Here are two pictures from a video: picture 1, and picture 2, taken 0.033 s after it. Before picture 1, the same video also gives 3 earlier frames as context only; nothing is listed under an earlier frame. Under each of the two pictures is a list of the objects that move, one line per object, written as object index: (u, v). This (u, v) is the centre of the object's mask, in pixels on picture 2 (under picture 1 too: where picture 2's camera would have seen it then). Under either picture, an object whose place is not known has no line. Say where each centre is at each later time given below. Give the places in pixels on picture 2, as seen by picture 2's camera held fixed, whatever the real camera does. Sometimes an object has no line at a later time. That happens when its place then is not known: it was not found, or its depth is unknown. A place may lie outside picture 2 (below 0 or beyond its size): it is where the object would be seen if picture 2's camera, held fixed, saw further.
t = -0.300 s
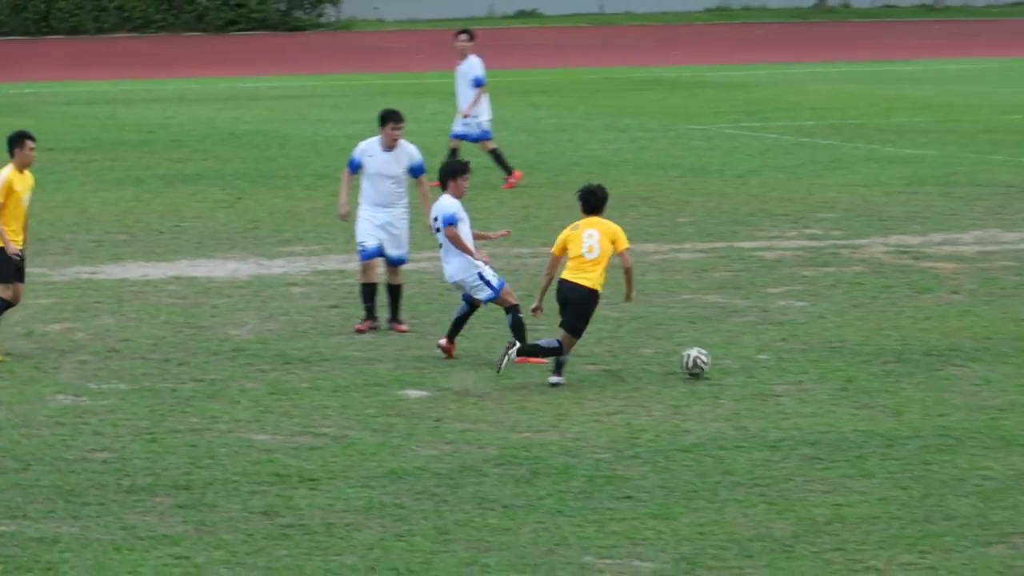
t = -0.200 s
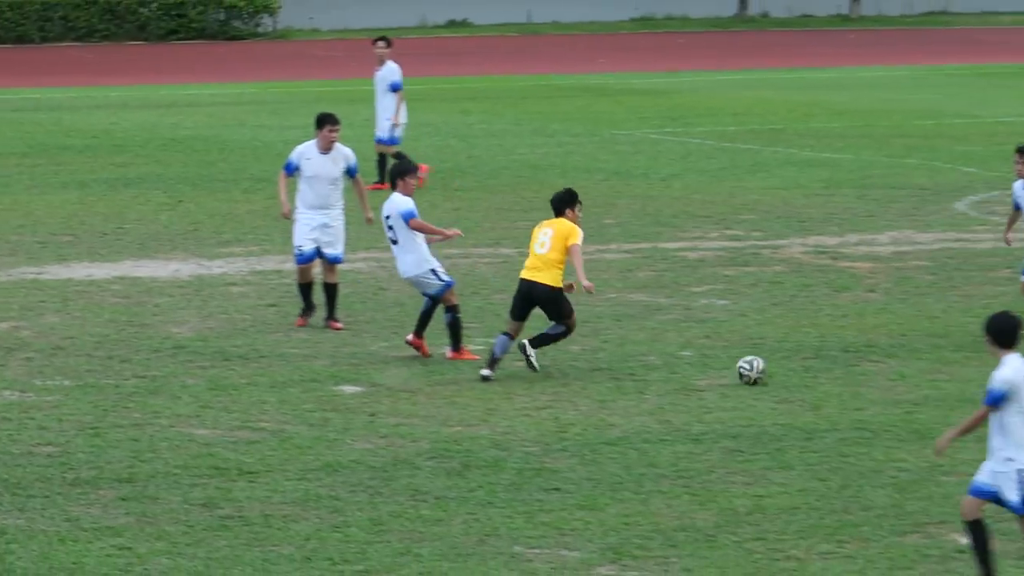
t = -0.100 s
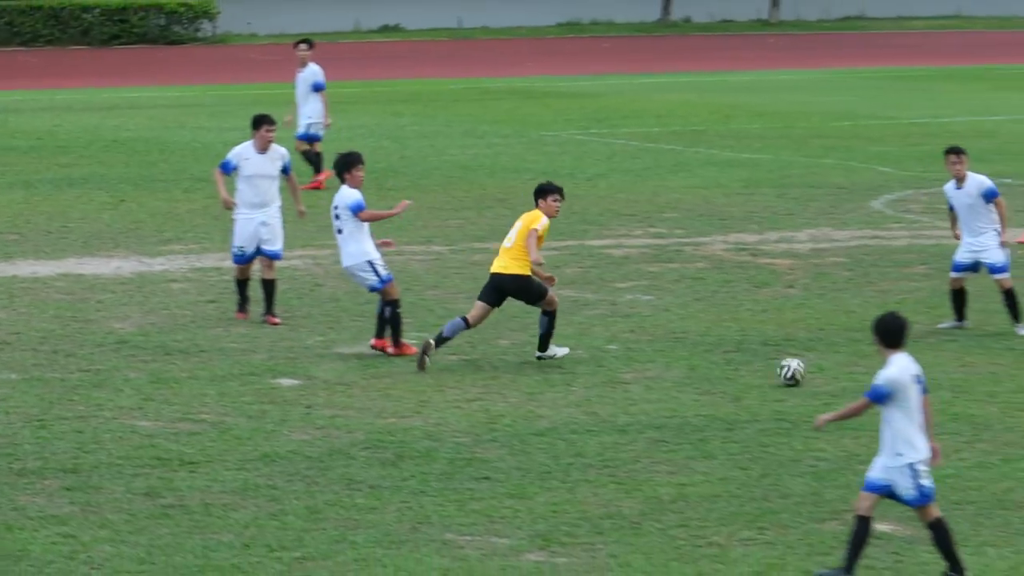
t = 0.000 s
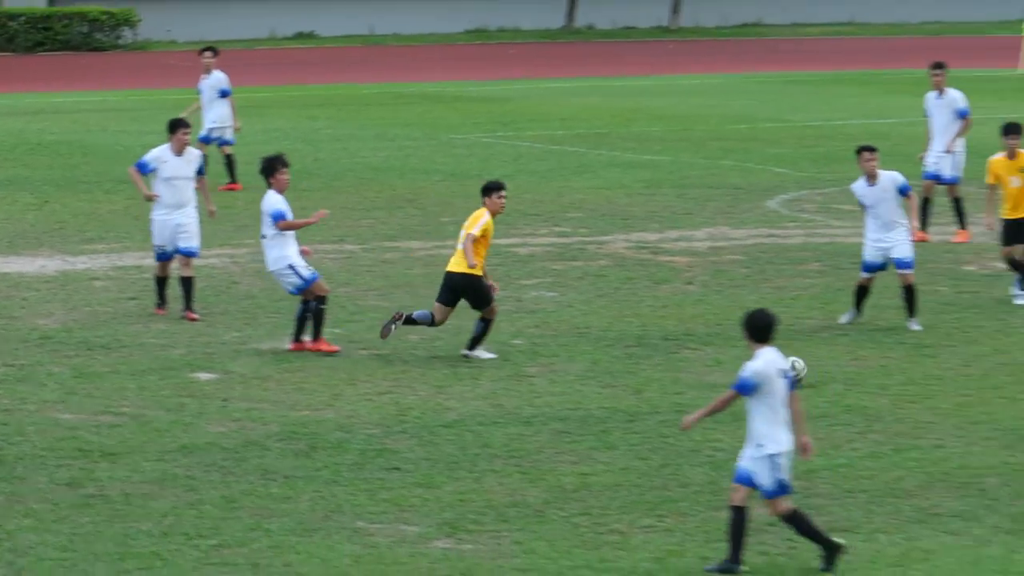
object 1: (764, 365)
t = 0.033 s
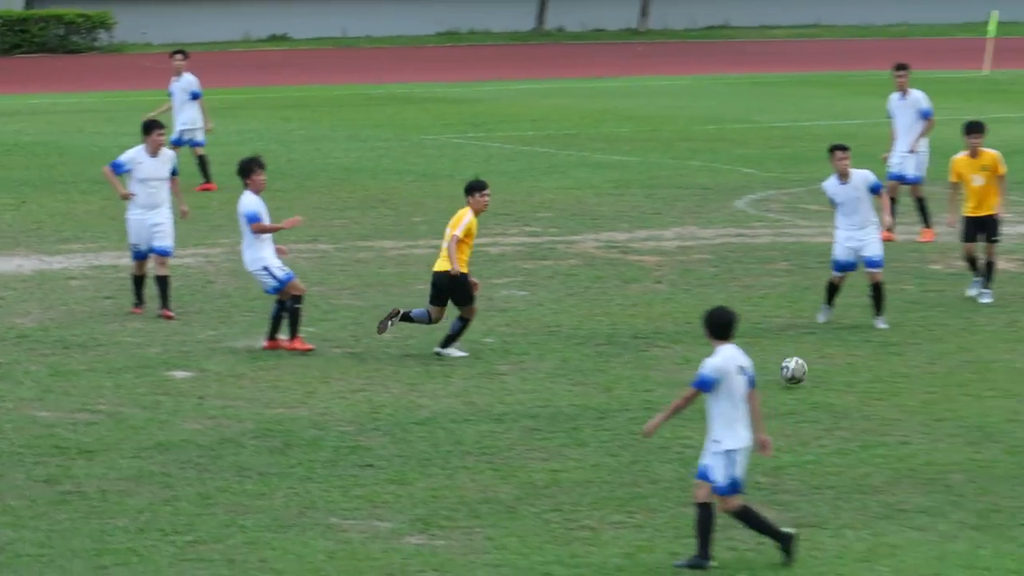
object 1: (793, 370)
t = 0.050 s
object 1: (810, 371)
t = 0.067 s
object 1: (827, 374)
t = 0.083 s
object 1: (844, 377)
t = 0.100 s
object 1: (862, 381)
